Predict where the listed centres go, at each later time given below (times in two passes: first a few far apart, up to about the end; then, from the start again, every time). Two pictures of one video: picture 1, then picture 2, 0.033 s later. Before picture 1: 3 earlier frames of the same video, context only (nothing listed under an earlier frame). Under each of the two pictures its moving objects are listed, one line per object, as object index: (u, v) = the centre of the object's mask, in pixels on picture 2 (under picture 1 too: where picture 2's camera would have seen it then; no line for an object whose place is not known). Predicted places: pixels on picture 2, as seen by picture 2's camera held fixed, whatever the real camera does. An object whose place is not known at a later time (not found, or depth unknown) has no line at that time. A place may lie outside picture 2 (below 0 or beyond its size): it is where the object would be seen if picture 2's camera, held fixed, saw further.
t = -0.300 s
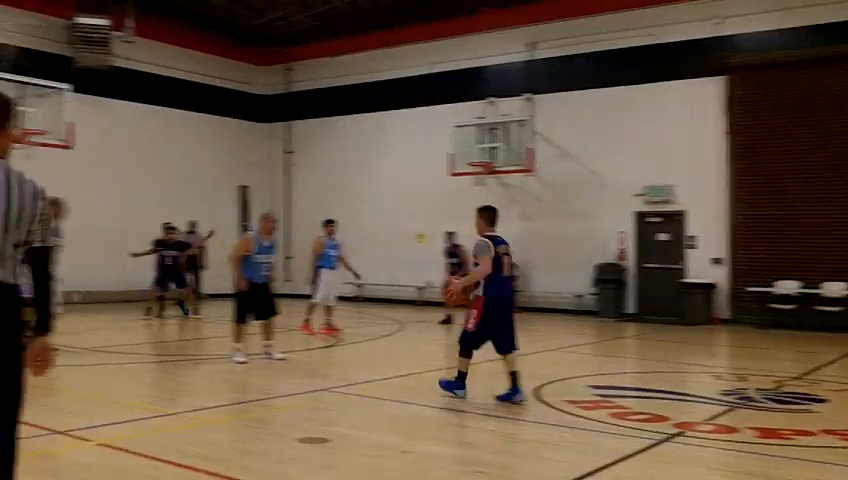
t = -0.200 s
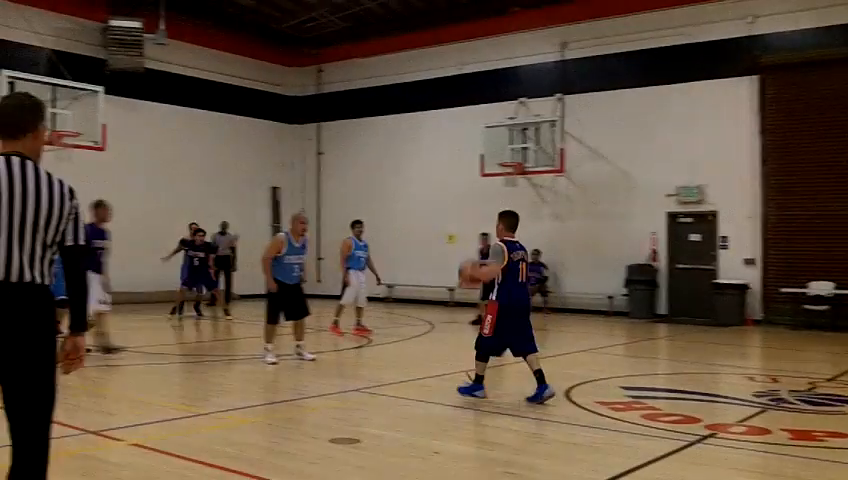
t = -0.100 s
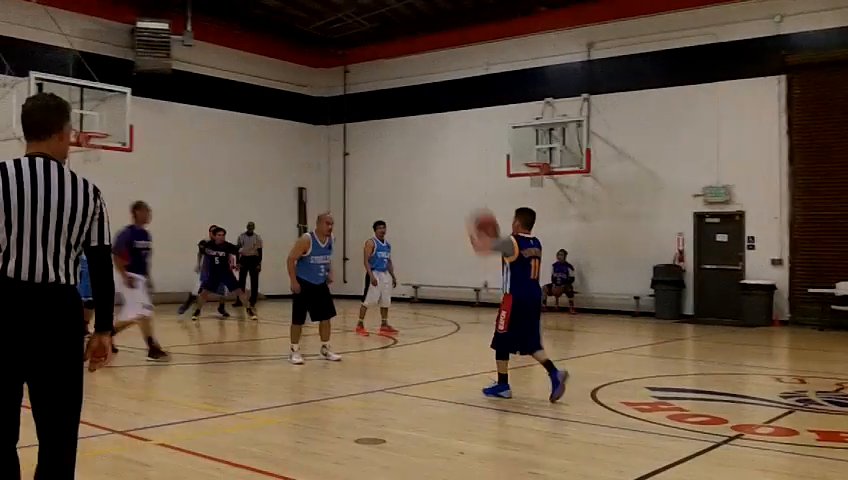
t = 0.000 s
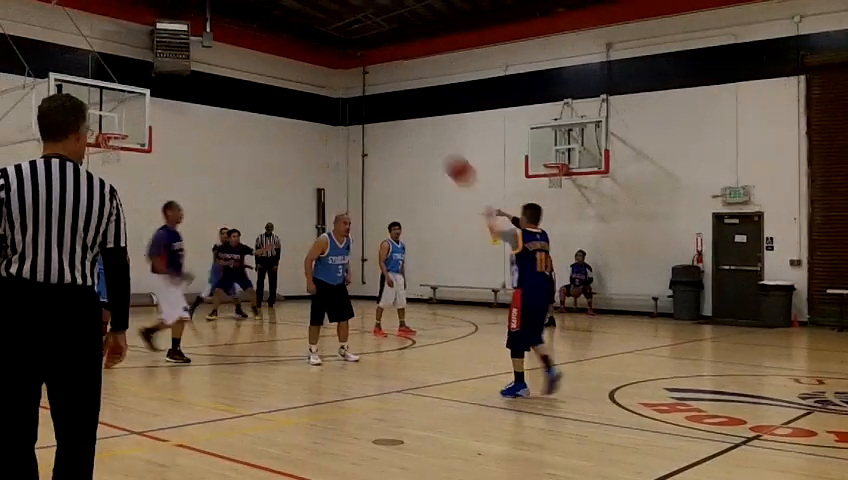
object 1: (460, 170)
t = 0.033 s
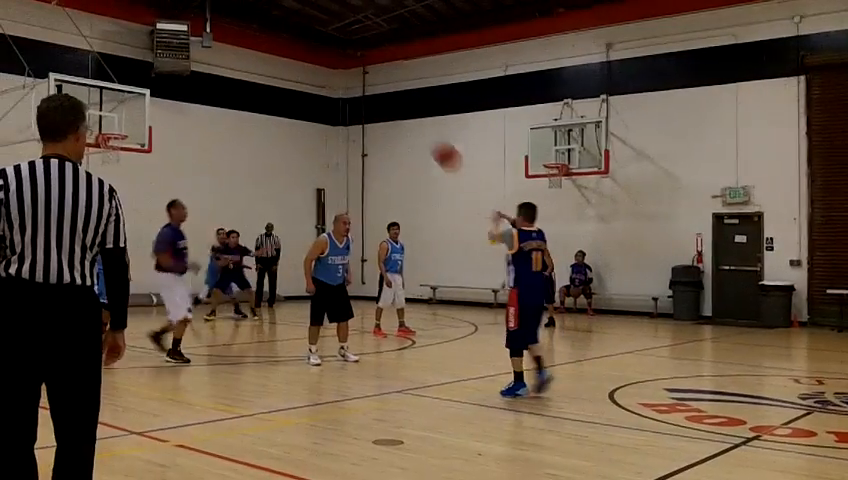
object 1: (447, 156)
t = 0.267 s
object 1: (369, 95)
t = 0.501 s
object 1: (309, 88)
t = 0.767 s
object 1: (256, 124)
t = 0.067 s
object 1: (433, 142)
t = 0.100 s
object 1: (422, 131)
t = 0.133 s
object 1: (408, 120)
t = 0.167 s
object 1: (397, 110)
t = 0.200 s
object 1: (388, 105)
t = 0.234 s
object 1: (379, 100)
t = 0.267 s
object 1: (369, 95)
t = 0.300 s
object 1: (359, 90)
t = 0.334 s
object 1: (350, 87)
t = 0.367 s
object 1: (342, 85)
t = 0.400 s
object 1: (332, 86)
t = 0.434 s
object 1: (325, 85)
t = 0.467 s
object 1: (317, 86)
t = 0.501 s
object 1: (309, 88)
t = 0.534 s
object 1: (302, 90)
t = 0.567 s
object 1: (295, 93)
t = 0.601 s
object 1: (288, 97)
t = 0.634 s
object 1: (282, 101)
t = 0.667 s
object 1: (275, 105)
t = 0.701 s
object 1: (270, 110)
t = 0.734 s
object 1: (263, 116)
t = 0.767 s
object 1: (256, 124)
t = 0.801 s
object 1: (251, 131)
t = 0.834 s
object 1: (246, 139)
